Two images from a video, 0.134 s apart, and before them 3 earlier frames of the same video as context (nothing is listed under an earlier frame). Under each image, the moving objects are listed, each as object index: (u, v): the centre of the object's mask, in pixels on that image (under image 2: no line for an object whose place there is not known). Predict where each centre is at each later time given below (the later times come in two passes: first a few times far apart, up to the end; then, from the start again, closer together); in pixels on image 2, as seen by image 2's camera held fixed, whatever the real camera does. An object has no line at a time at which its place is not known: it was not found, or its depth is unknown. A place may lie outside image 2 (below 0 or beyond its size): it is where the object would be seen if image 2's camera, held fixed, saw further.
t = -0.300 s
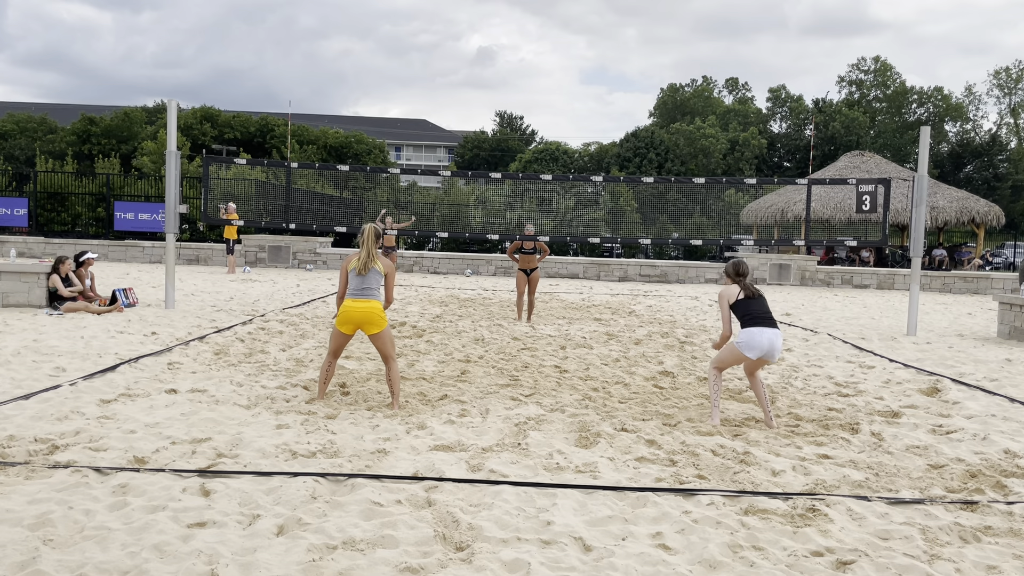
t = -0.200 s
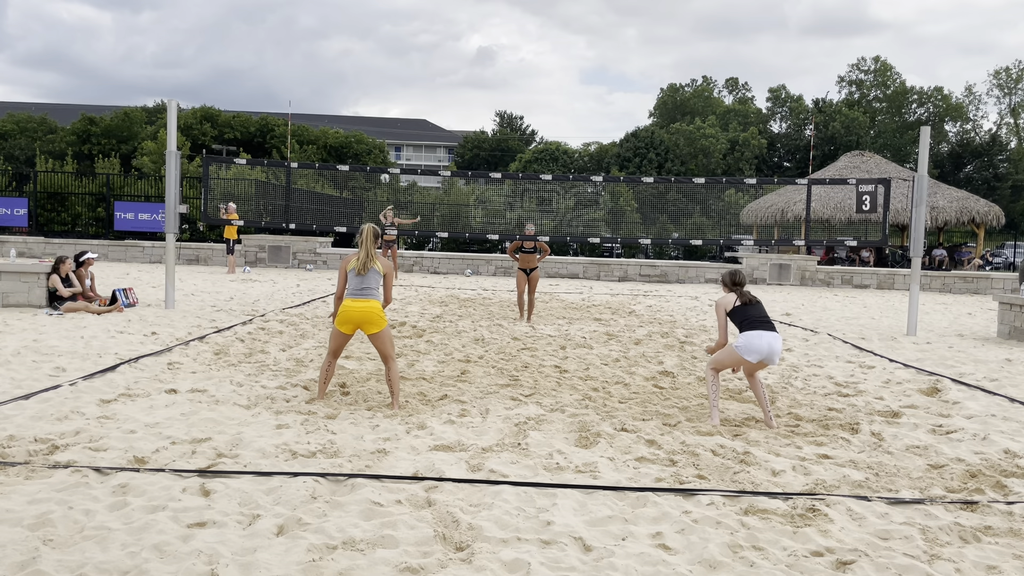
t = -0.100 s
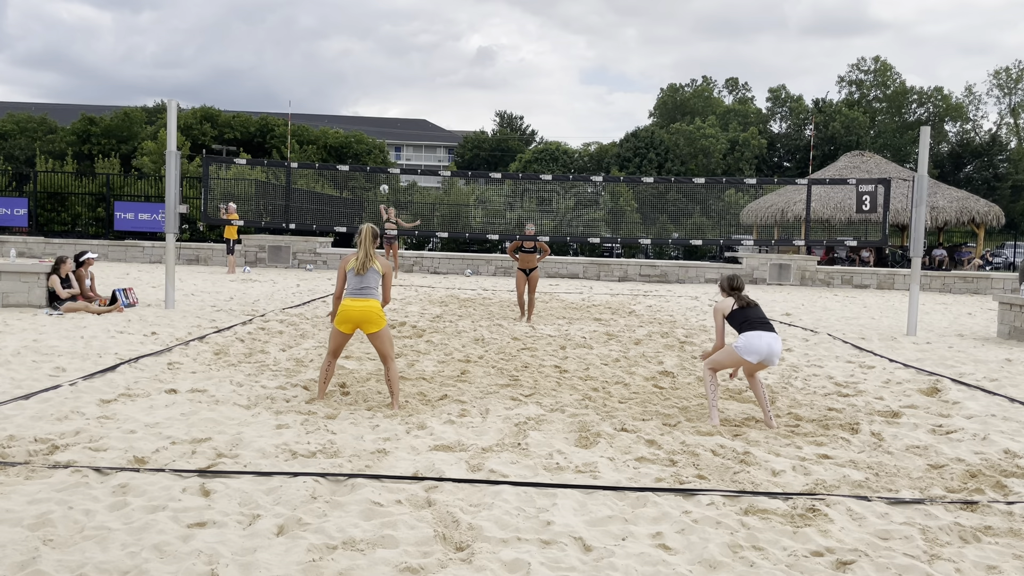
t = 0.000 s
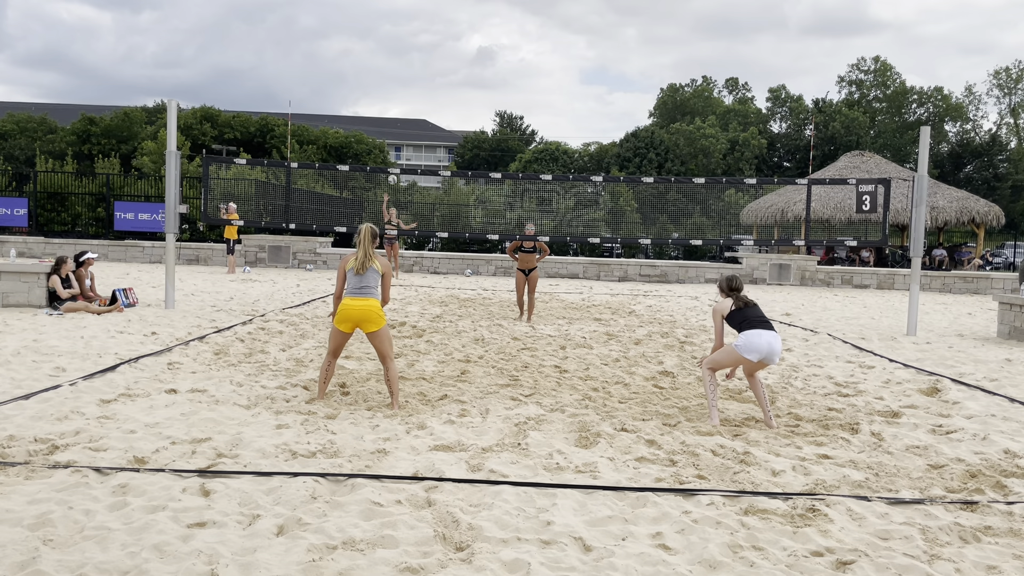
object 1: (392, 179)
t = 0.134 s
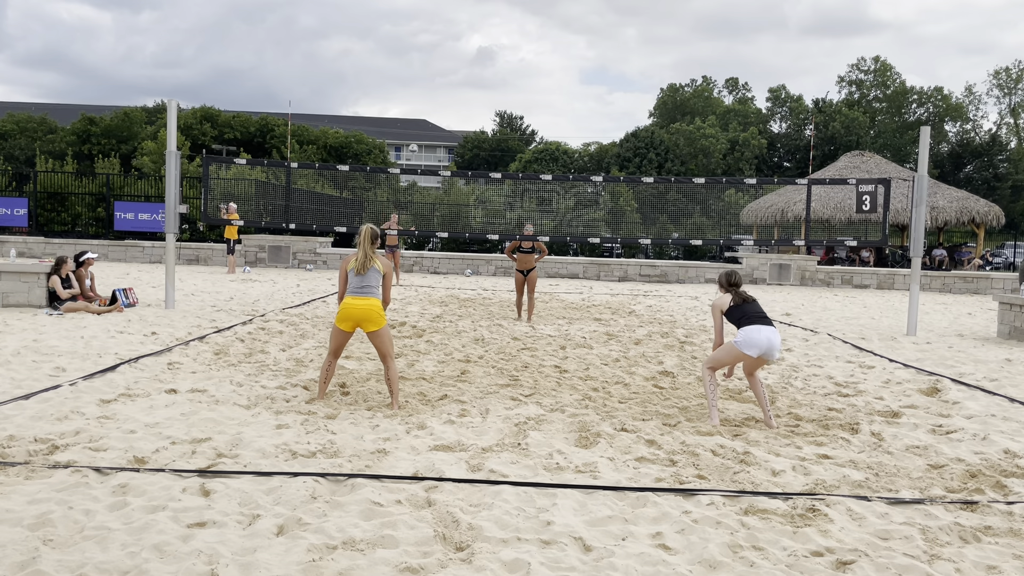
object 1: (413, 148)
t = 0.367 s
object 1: (456, 107)
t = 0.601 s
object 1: (507, 85)
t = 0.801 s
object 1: (559, 87)
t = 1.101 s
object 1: (656, 150)
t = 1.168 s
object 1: (682, 177)
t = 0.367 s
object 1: (456, 107)
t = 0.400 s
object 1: (463, 103)
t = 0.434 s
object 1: (470, 99)
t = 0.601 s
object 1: (507, 85)
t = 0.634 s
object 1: (515, 83)
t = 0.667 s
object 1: (523, 82)
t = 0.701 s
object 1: (532, 82)
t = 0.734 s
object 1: (541, 83)
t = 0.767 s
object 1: (550, 84)
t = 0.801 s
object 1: (559, 87)
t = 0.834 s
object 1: (569, 90)
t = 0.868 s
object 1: (579, 93)
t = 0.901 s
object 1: (589, 98)
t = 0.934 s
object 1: (599, 104)
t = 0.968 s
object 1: (610, 111)
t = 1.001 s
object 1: (621, 119)
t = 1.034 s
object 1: (632, 128)
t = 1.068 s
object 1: (644, 138)
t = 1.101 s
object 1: (656, 150)
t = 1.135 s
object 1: (669, 163)
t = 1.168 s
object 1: (682, 177)
